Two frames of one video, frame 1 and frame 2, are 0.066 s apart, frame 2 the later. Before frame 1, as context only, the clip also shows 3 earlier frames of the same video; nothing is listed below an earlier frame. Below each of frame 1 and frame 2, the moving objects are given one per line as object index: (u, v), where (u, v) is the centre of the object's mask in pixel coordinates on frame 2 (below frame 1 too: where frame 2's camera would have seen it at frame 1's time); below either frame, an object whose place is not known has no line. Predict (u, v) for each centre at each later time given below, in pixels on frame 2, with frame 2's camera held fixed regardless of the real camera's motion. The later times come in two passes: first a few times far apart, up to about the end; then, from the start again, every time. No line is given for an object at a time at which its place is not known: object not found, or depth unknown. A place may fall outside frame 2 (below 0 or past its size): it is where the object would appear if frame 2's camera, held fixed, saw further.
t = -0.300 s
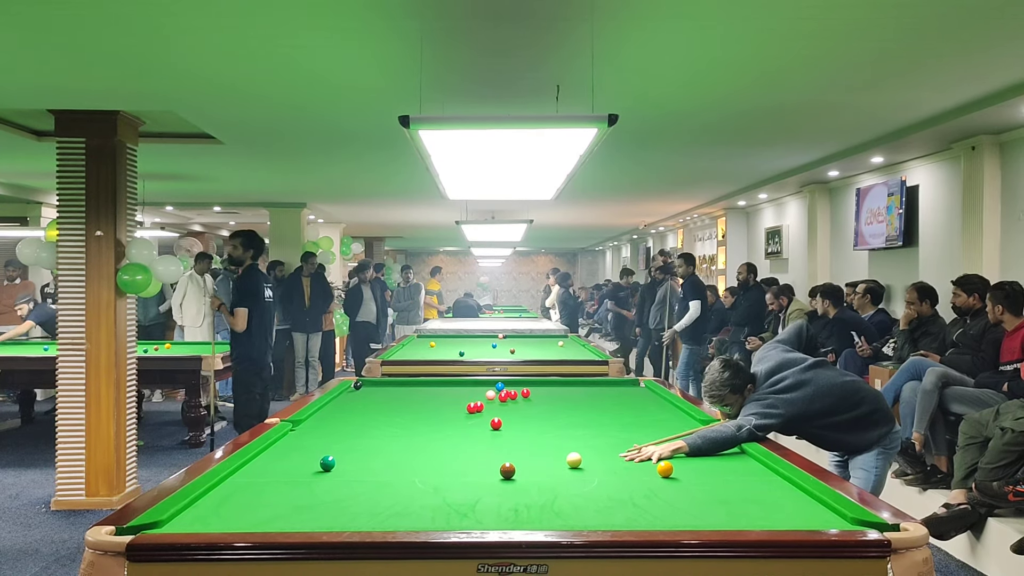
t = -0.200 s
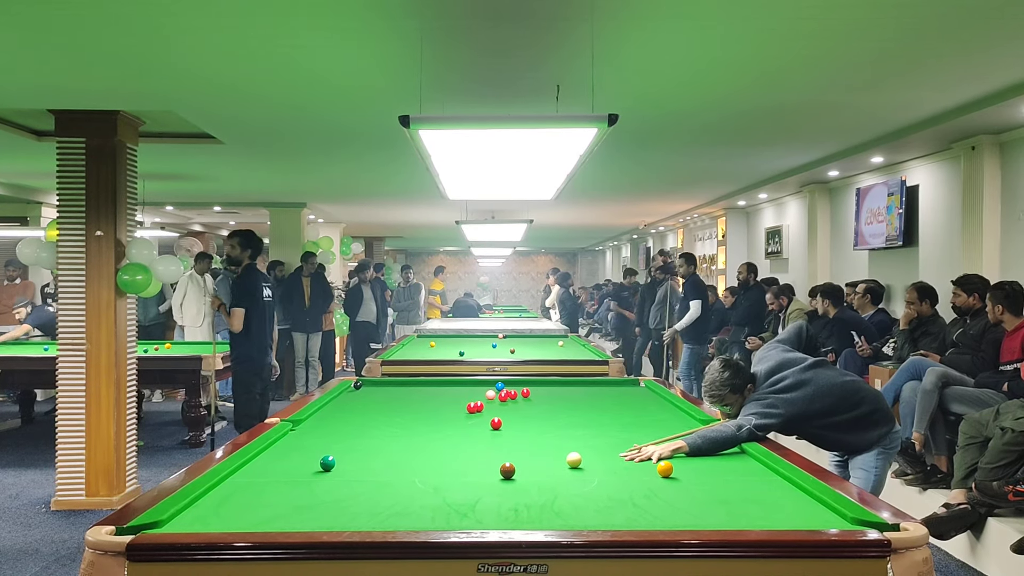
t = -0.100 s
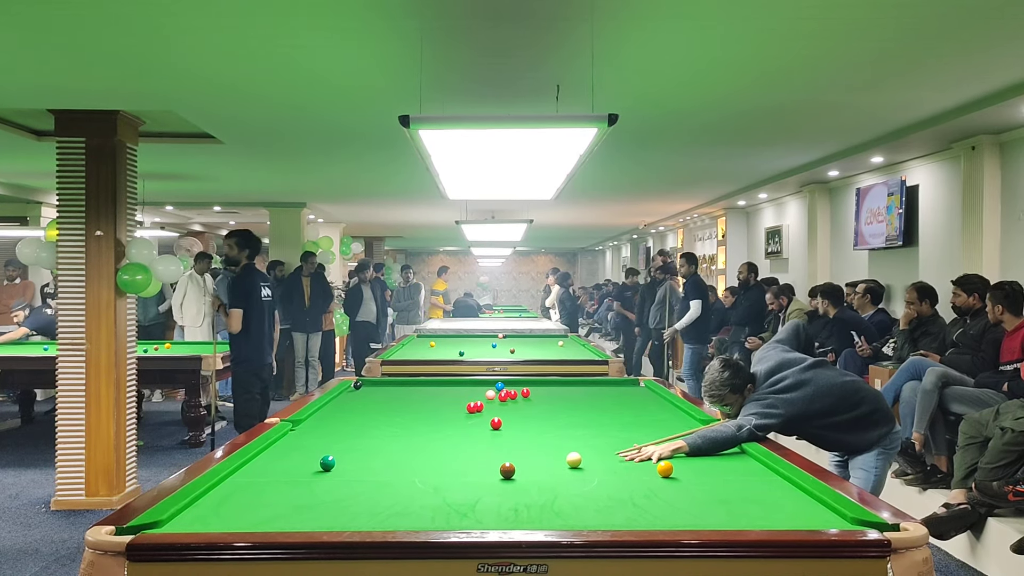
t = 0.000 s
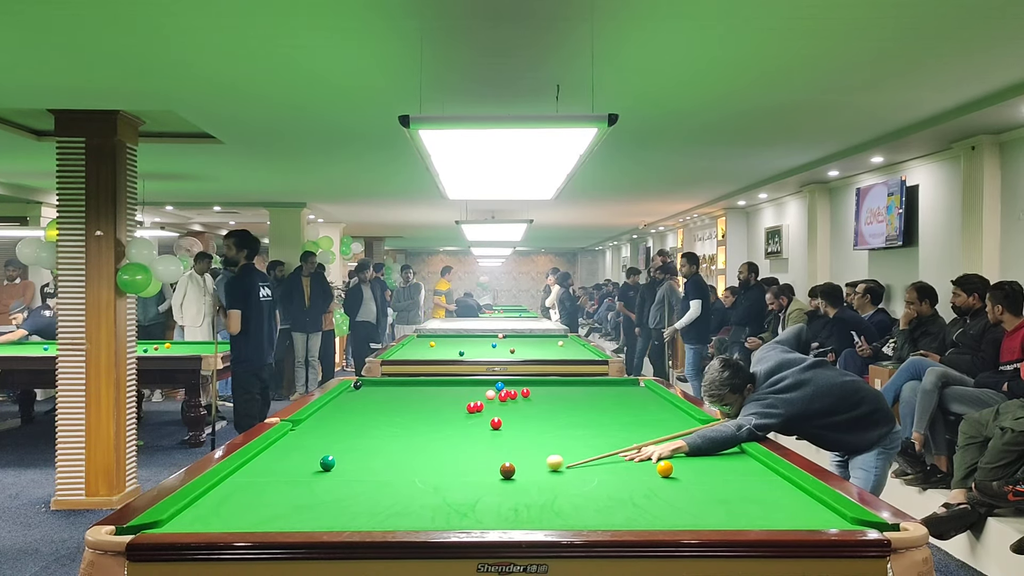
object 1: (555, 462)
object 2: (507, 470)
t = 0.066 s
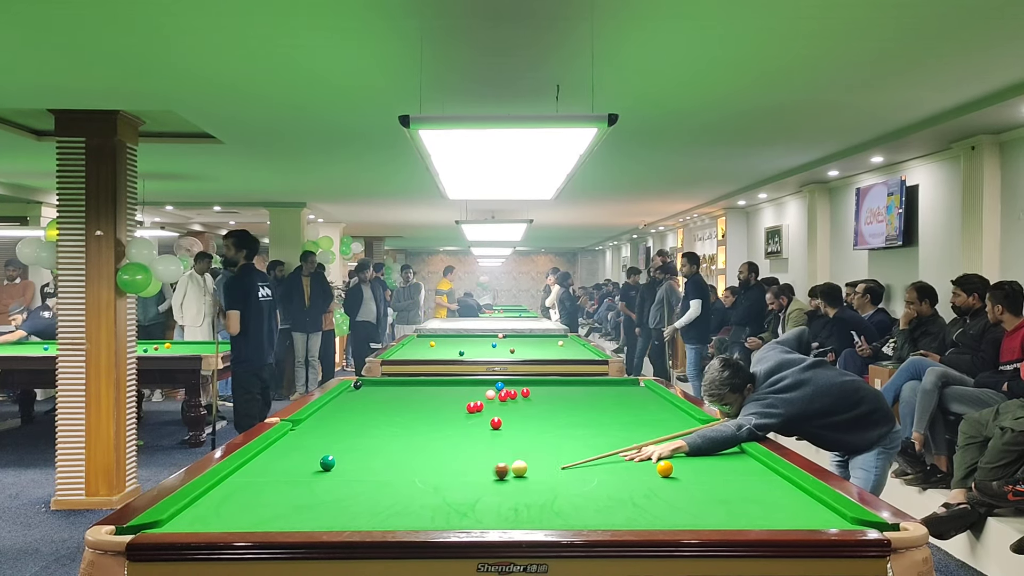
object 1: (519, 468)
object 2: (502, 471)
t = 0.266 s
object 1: (524, 467)
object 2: (375, 491)
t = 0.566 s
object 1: (557, 461)
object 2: (174, 520)
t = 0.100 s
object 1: (519, 468)
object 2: (481, 474)
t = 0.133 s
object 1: (519, 468)
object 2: (460, 477)
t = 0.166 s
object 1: (519, 468)
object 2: (439, 481)
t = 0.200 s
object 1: (521, 468)
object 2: (418, 484)
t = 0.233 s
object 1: (522, 467)
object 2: (396, 487)
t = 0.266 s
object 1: (524, 467)
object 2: (375, 491)
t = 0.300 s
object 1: (527, 466)
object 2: (353, 494)
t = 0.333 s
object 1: (530, 466)
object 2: (332, 498)
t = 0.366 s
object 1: (533, 465)
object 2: (310, 501)
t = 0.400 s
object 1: (537, 464)
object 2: (288, 505)
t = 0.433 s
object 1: (541, 464)
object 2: (267, 508)
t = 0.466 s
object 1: (545, 463)
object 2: (244, 512)
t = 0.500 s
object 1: (549, 462)
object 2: (222, 515)
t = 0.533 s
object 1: (553, 462)
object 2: (198, 518)
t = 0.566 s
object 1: (557, 461)
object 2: (174, 520)
